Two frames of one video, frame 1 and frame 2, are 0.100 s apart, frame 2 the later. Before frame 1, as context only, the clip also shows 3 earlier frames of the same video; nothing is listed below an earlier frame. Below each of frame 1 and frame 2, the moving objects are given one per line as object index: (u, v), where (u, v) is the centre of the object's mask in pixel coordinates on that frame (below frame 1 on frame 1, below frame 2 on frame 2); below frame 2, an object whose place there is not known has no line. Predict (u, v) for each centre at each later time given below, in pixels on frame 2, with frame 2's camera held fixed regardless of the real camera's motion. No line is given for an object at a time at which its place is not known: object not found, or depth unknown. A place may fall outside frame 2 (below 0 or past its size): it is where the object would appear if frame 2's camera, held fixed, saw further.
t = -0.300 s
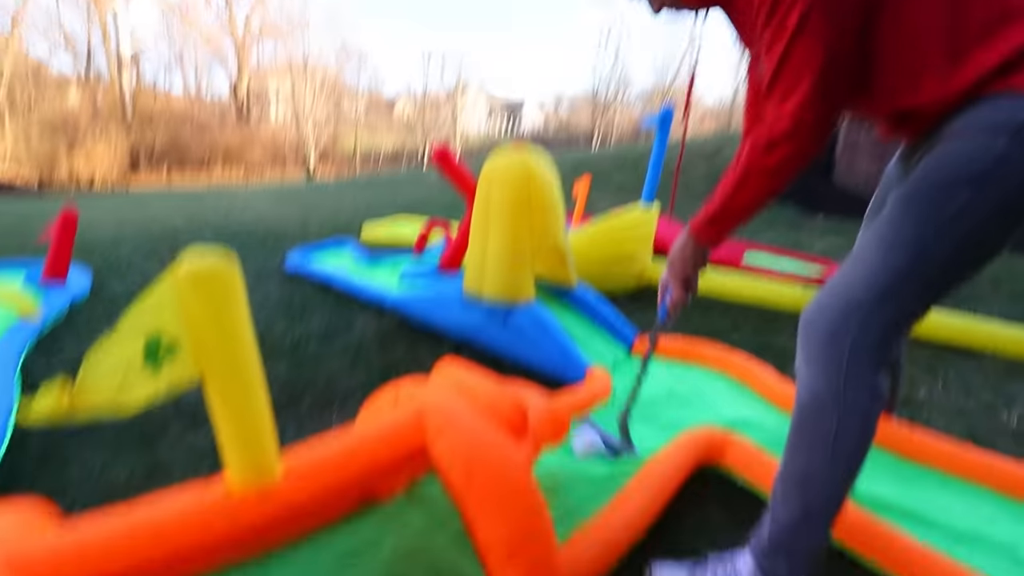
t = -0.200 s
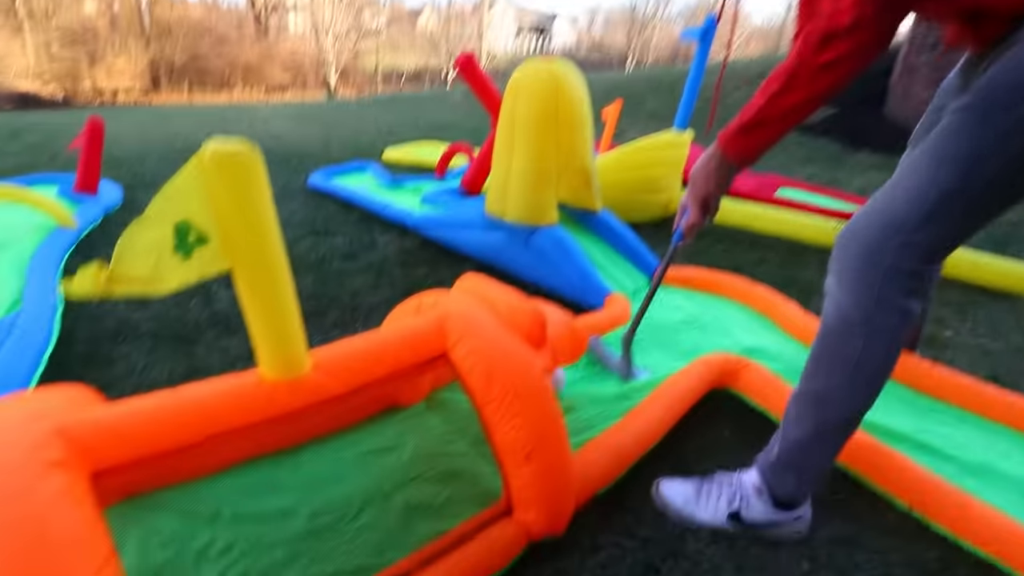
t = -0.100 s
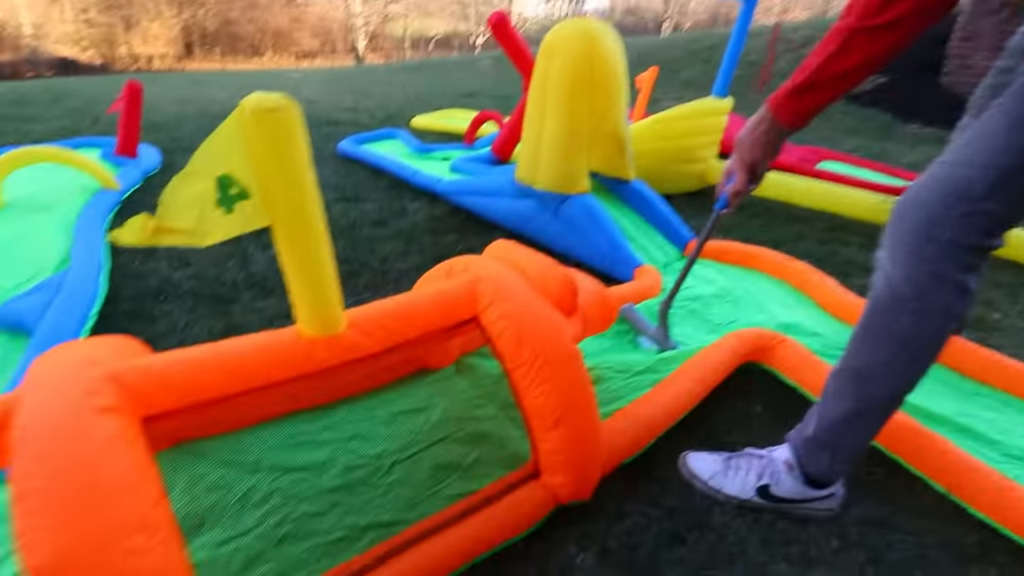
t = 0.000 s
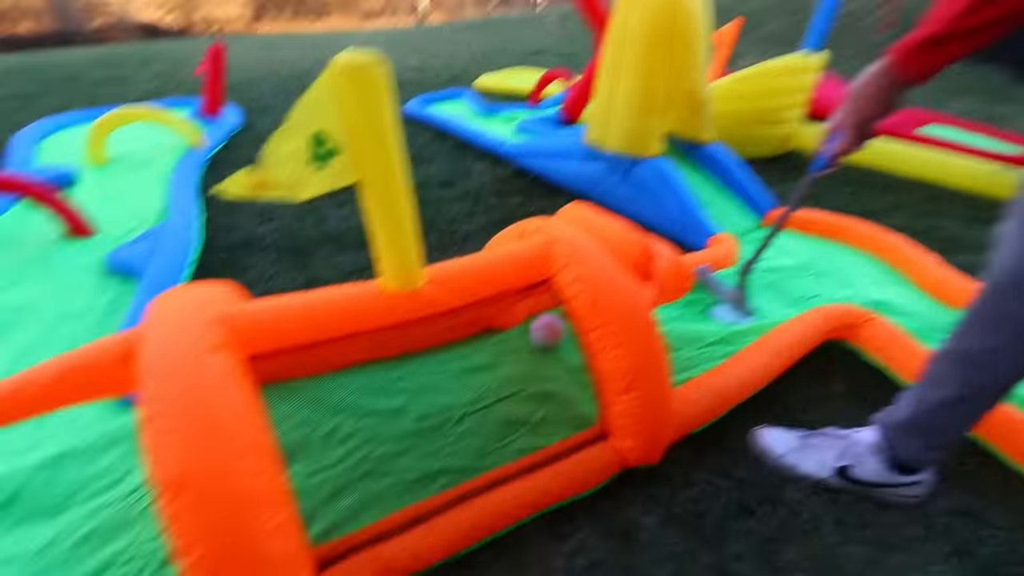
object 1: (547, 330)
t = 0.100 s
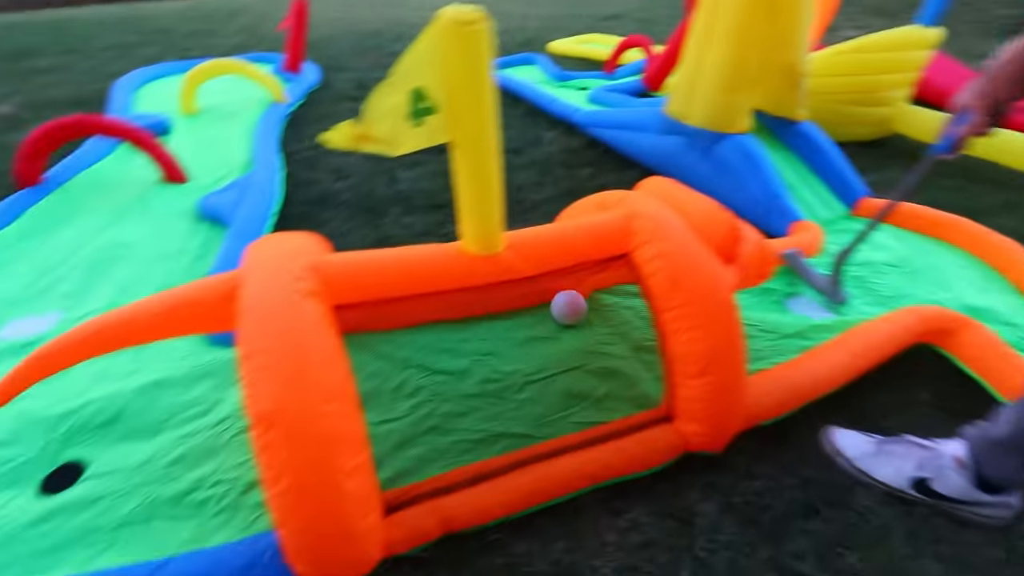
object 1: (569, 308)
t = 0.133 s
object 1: (552, 310)
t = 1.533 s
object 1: (429, 328)
